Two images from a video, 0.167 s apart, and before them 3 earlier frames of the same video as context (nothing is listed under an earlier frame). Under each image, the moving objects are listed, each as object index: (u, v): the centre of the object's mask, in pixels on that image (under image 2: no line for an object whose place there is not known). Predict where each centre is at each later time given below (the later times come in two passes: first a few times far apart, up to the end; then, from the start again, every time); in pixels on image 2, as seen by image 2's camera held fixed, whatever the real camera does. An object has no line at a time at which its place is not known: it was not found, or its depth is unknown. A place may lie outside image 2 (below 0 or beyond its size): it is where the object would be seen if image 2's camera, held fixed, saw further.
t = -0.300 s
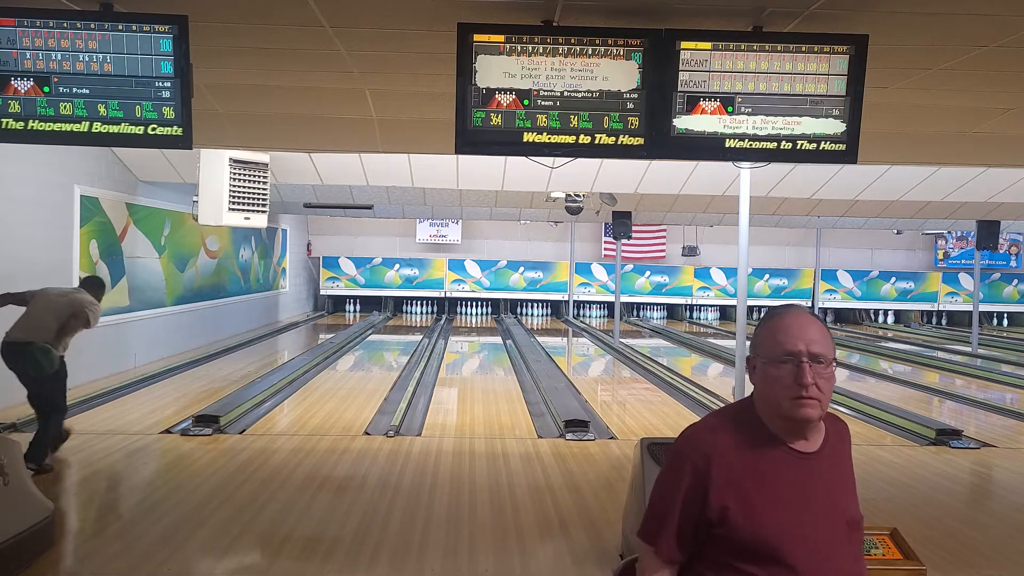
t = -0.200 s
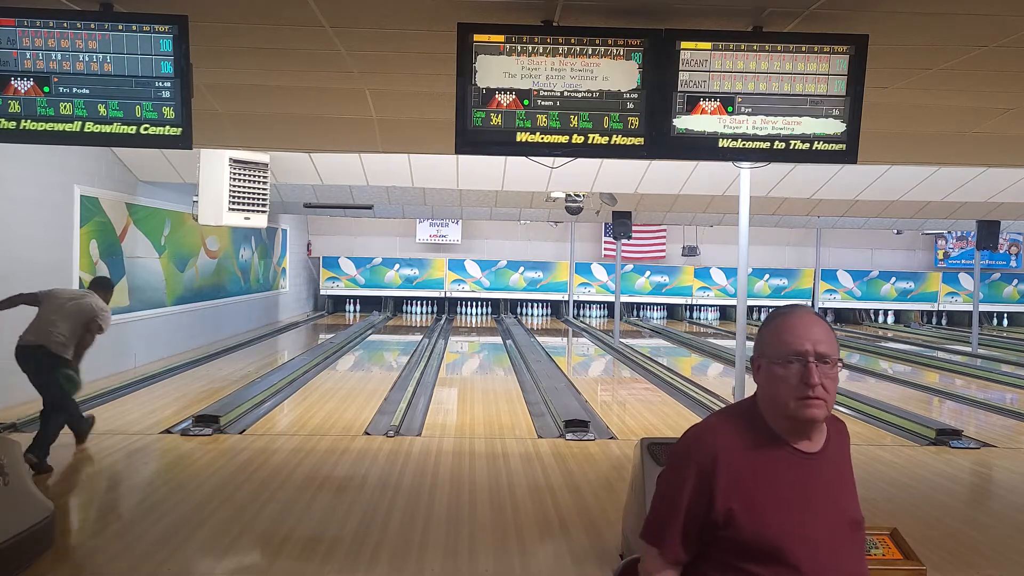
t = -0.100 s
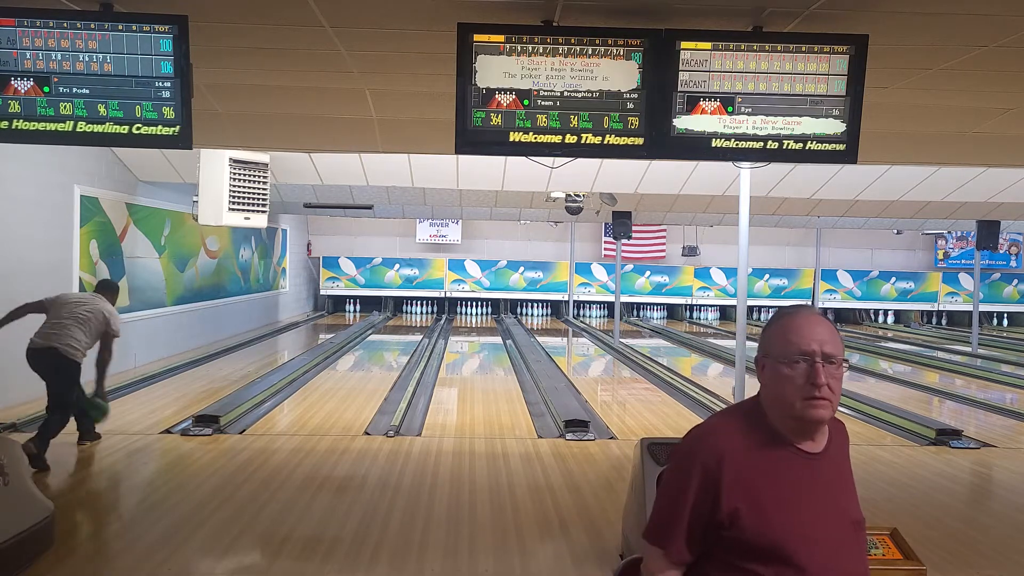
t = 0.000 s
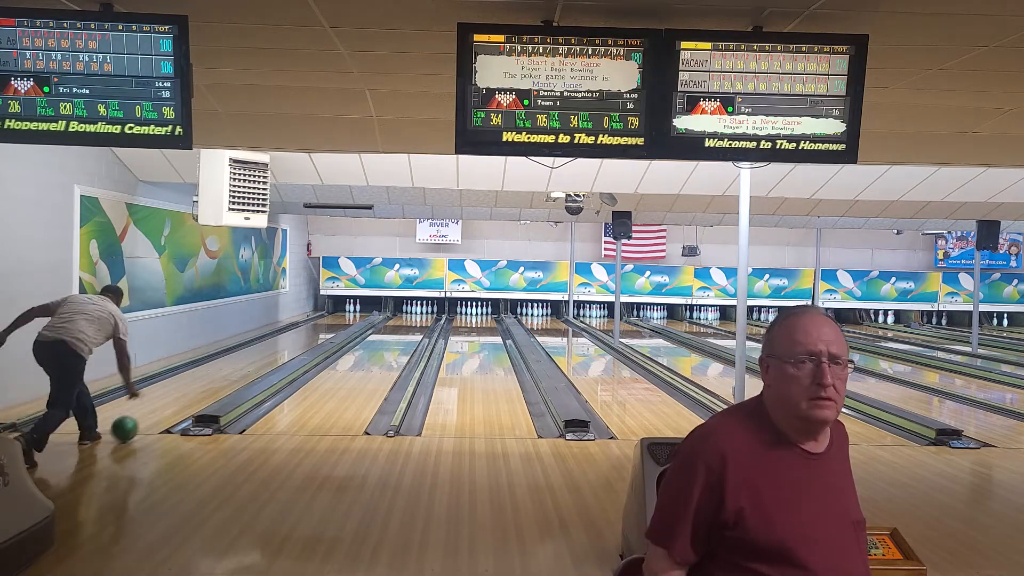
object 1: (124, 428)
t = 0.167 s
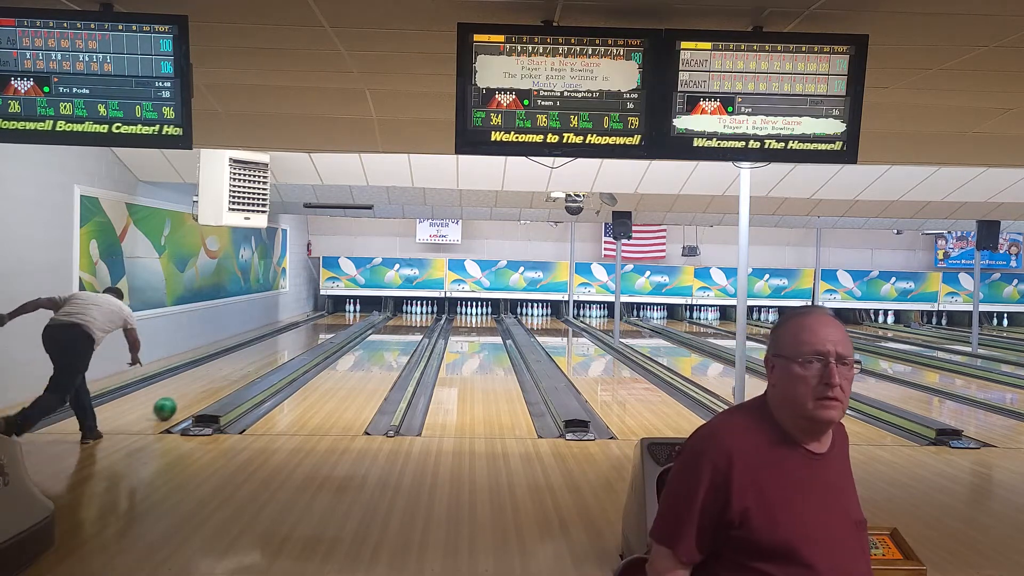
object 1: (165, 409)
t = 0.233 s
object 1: (178, 402)
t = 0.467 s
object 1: (216, 382)
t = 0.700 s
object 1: (245, 367)
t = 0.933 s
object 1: (267, 355)
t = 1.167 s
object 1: (284, 346)
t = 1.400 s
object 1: (299, 339)
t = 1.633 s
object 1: (310, 332)
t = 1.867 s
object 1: (320, 327)
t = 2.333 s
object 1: (336, 319)
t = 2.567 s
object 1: (342, 315)
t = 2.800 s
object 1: (345, 314)
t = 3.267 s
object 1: (355, 309)
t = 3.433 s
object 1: (357, 308)
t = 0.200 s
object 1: (172, 405)
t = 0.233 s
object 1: (178, 402)
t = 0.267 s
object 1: (185, 398)
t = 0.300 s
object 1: (190, 395)
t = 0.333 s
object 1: (196, 392)
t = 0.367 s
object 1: (201, 389)
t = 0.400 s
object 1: (207, 387)
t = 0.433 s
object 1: (211, 384)
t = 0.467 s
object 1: (216, 382)
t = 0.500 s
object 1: (221, 379)
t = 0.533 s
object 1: (225, 377)
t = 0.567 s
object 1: (230, 374)
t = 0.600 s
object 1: (233, 372)
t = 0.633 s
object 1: (238, 370)
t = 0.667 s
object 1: (241, 369)
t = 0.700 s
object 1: (245, 367)
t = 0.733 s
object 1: (248, 365)
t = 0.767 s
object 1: (252, 363)
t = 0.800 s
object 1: (255, 361)
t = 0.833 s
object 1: (258, 360)
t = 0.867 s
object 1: (261, 358)
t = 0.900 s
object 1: (264, 357)
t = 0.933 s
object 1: (267, 355)
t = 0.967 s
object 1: (269, 354)
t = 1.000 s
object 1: (272, 352)
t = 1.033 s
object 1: (275, 351)
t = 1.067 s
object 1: (277, 350)
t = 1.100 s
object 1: (280, 348)
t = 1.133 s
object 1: (282, 347)
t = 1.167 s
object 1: (284, 346)
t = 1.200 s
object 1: (287, 345)
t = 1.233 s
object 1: (289, 344)
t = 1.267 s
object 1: (291, 343)
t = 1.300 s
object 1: (293, 342)
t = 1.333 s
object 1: (295, 341)
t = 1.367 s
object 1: (297, 340)
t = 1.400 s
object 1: (299, 339)
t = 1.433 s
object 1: (300, 338)
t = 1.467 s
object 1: (302, 337)
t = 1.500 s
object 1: (304, 336)
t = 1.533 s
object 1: (305, 336)
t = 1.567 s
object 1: (307, 334)
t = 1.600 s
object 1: (309, 333)
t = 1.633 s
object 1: (310, 332)
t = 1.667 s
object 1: (312, 332)
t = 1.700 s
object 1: (313, 330)
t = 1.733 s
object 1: (315, 330)
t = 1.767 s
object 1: (316, 329)
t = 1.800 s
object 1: (318, 329)
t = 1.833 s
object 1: (319, 328)
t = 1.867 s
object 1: (320, 327)
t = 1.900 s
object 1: (321, 326)
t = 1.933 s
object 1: (323, 326)
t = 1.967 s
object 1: (324, 325)
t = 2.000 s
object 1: (325, 324)
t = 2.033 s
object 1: (326, 324)
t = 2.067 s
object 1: (328, 324)
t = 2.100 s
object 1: (328, 323)
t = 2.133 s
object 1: (329, 322)
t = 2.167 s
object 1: (331, 321)
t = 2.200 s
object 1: (332, 320)
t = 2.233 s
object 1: (333, 320)
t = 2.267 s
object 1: (333, 320)
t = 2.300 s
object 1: (335, 319)
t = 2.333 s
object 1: (336, 319)
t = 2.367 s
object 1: (336, 318)
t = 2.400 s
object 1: (337, 318)
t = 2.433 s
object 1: (338, 318)
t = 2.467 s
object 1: (338, 317)
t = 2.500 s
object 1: (340, 317)
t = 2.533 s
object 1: (341, 316)
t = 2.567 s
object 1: (342, 315)
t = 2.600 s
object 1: (342, 315)
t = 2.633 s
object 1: (342, 315)
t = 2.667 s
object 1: (343, 314)
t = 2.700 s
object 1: (344, 314)
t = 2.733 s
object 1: (344, 314)
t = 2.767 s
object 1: (345, 314)
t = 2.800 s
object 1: (345, 314)
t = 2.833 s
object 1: (347, 312)
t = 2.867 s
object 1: (347, 312)
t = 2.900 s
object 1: (348, 312)
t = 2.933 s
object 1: (349, 311)
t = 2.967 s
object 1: (349, 311)
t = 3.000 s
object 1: (350, 310)
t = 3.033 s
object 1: (351, 310)
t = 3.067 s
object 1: (351, 310)
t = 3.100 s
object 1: (352, 310)
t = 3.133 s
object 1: (352, 310)
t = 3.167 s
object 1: (352, 310)
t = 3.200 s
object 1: (352, 310)
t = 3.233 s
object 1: (353, 309)
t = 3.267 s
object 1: (355, 309)
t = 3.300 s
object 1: (356, 309)
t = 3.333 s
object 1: (355, 309)
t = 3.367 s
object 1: (357, 308)
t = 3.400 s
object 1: (356, 308)
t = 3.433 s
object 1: (357, 308)
